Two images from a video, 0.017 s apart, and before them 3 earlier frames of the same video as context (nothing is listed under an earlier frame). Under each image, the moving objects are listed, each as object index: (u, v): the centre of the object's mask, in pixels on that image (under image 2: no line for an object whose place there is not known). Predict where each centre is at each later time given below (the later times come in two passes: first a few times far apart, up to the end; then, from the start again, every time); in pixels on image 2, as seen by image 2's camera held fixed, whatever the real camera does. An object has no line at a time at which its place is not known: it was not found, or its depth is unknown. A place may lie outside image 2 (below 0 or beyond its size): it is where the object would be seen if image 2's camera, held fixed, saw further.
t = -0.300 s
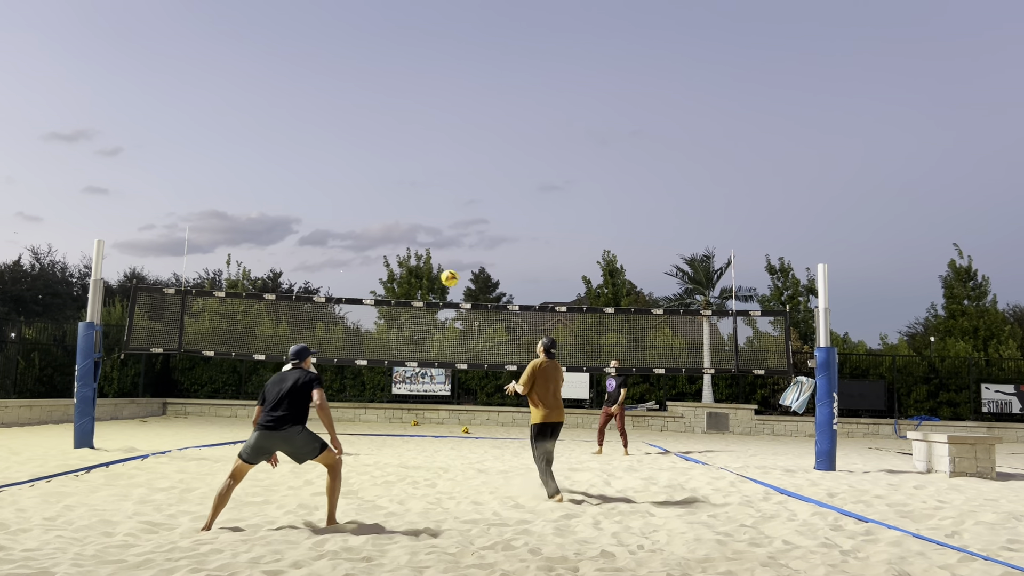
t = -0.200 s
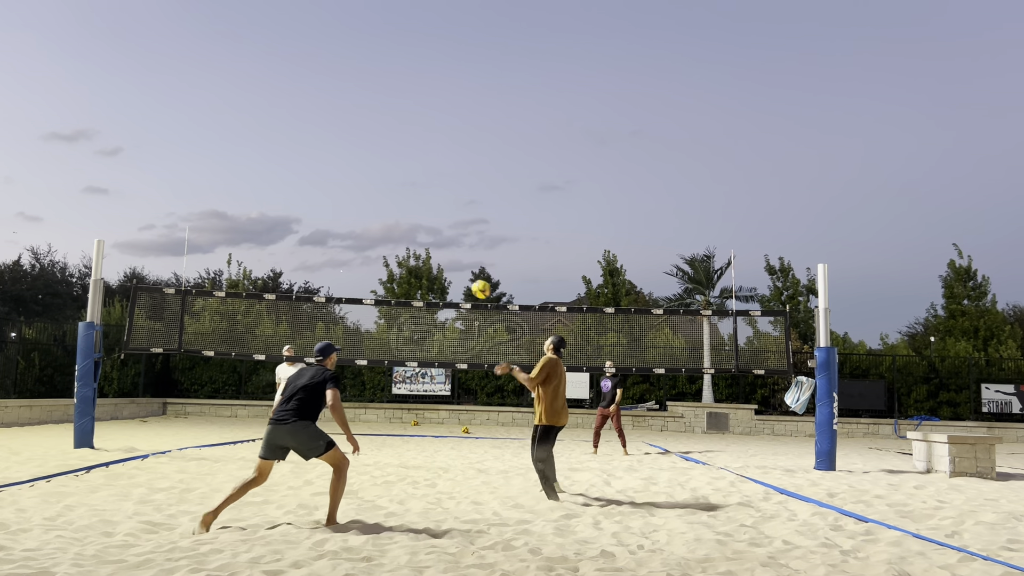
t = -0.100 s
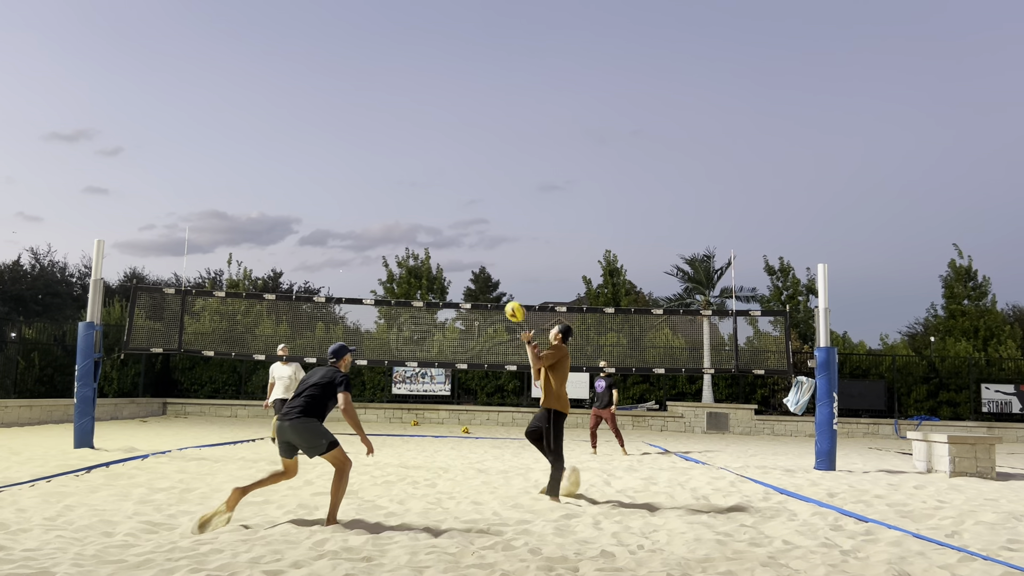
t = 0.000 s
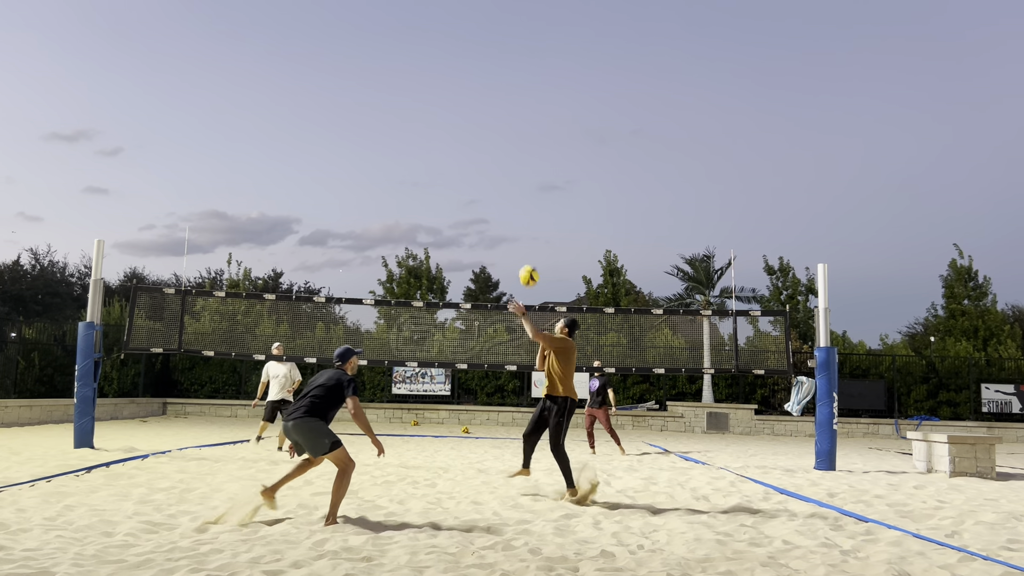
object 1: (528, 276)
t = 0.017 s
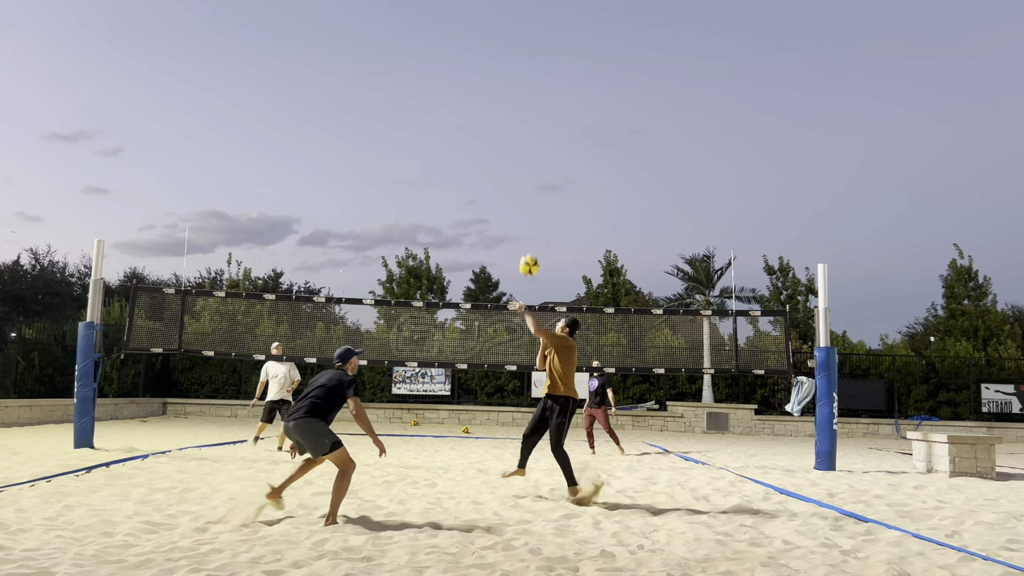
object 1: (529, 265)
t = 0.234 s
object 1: (533, 146)
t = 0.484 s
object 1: (536, 55)
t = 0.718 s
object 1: (536, 21)
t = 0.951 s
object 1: (533, 44)
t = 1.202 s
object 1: (525, 147)
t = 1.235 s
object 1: (523, 167)
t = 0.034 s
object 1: (529, 255)
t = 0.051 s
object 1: (529, 244)
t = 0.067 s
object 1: (530, 235)
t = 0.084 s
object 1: (530, 225)
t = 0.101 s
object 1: (531, 215)
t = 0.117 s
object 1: (531, 206)
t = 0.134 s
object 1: (531, 196)
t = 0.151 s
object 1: (531, 188)
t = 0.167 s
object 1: (532, 178)
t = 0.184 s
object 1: (532, 170)
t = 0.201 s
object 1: (532, 162)
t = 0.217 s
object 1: (533, 154)
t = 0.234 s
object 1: (533, 146)
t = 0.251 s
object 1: (533, 138)
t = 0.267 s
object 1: (534, 131)
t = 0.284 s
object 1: (534, 123)
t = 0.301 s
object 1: (534, 117)
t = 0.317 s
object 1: (534, 110)
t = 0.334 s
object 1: (535, 103)
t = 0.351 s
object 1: (535, 97)
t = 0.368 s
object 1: (535, 91)
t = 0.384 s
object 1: (535, 85)
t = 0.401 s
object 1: (535, 79)
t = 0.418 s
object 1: (536, 74)
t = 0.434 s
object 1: (536, 69)
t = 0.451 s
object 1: (536, 63)
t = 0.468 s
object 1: (536, 59)
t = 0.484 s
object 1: (536, 55)
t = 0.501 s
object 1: (536, 51)
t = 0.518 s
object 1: (536, 46)
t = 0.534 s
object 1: (537, 43)
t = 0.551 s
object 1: (537, 39)
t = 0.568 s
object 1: (537, 36)
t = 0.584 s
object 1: (537, 34)
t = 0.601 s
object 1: (537, 31)
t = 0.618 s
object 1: (537, 29)
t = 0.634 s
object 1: (537, 27)
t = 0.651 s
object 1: (537, 25)
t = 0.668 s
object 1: (537, 24)
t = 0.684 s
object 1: (537, 22)
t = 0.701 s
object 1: (537, 21)
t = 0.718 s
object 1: (536, 21)
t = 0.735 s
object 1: (536, 20)
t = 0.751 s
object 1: (536, 20)
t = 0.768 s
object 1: (536, 21)
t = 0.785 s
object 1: (536, 21)
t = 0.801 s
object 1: (536, 22)
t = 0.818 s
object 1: (535, 24)
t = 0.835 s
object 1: (535, 25)
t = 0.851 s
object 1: (535, 27)
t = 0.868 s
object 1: (535, 29)
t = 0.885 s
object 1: (534, 31)
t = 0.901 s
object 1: (534, 34)
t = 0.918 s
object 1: (534, 37)
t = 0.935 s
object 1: (533, 41)
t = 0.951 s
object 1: (533, 44)
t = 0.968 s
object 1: (532, 49)
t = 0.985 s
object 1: (532, 53)
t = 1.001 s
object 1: (532, 58)
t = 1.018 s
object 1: (531, 64)
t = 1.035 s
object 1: (531, 69)
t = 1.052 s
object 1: (530, 75)
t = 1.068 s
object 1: (530, 81)
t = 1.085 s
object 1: (529, 88)
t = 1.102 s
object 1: (529, 96)
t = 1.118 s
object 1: (528, 103)
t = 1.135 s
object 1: (527, 111)
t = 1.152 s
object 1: (527, 119)
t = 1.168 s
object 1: (526, 128)
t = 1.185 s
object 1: (525, 137)
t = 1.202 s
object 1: (525, 147)
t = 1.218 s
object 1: (524, 157)
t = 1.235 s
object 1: (523, 167)
